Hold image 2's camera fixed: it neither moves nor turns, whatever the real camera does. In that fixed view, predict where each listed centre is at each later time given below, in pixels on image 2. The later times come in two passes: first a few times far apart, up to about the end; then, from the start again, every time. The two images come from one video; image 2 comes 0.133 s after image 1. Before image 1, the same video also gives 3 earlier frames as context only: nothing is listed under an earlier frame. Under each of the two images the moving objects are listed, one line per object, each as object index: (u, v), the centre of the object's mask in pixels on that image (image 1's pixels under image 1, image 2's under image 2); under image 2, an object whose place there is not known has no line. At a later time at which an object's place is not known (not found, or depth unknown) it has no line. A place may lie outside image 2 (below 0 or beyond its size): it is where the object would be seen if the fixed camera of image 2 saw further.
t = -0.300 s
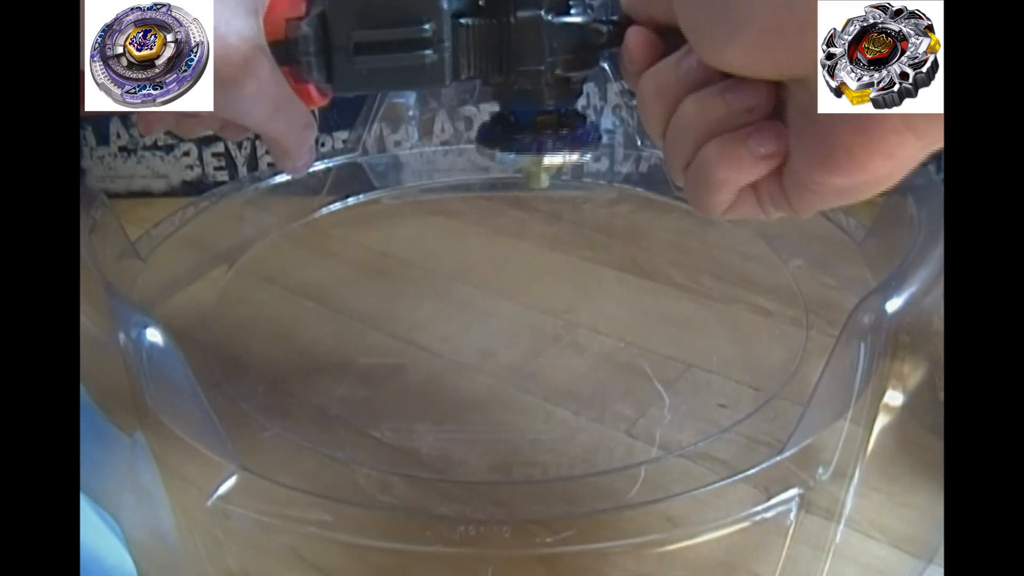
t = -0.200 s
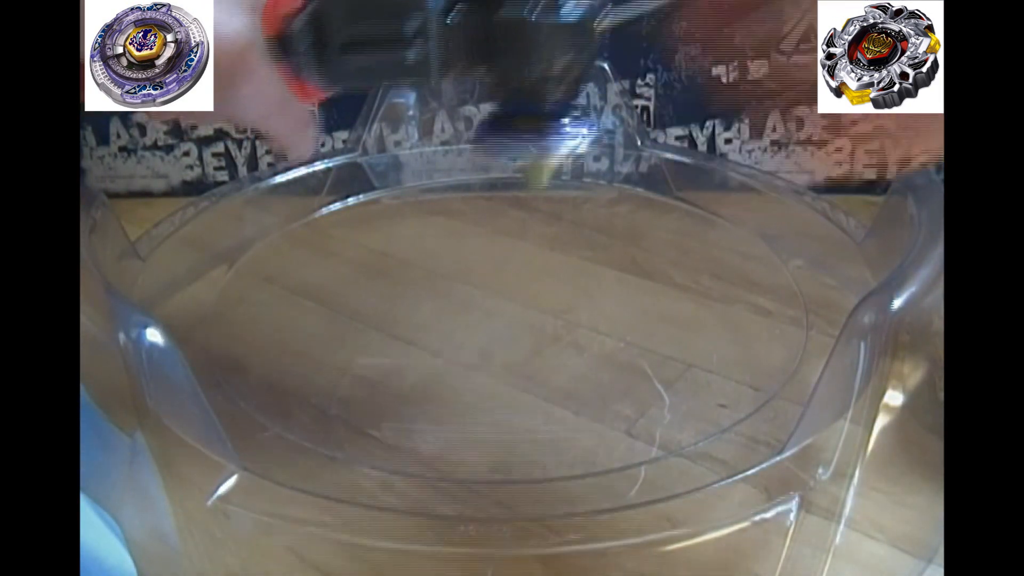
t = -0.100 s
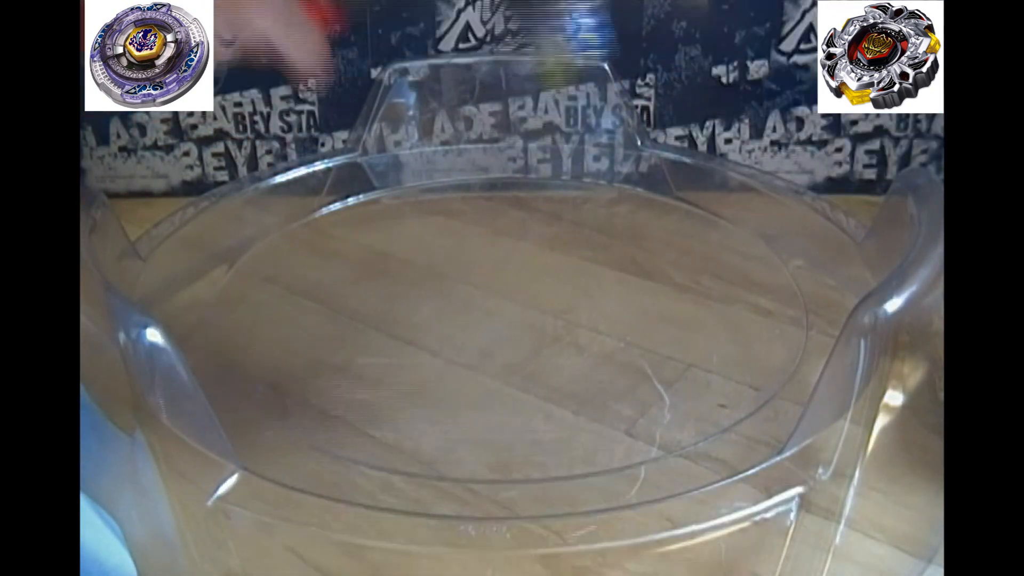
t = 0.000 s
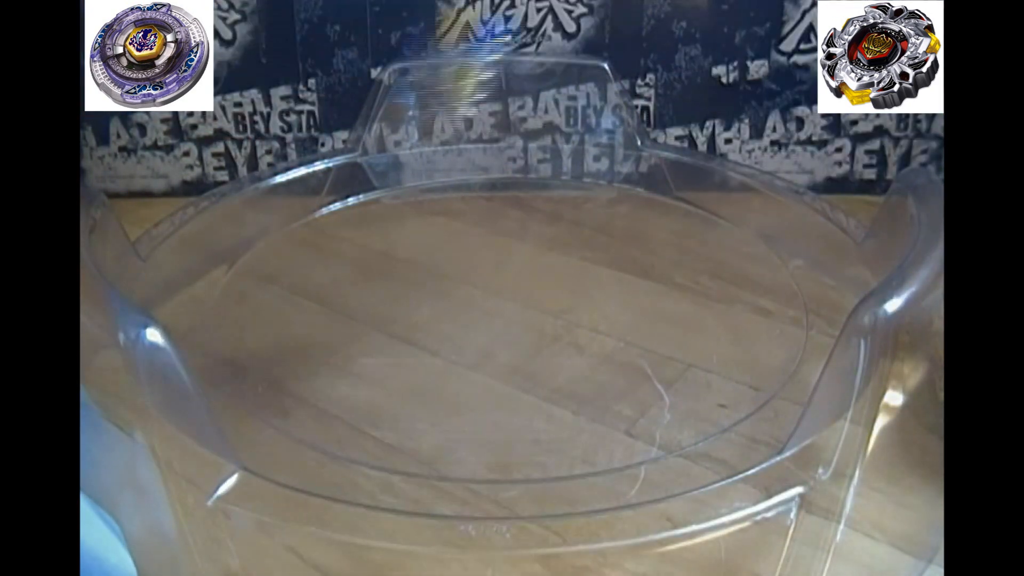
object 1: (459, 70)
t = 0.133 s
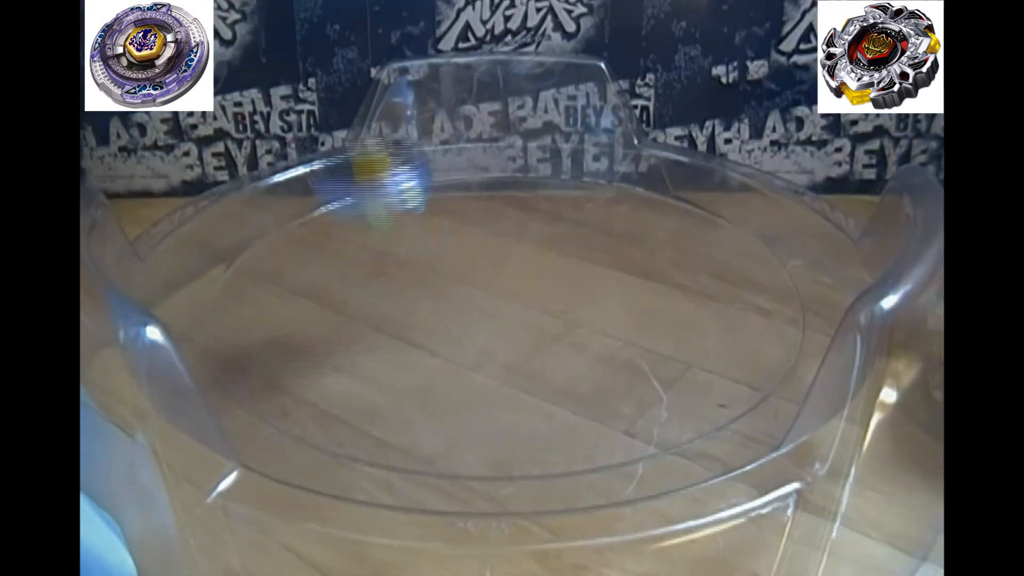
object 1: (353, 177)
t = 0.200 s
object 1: (333, 157)
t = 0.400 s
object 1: (365, 310)
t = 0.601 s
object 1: (523, 330)
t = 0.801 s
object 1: (571, 304)
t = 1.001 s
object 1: (530, 301)
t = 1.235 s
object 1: (491, 304)
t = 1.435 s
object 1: (467, 307)
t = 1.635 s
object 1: (451, 307)
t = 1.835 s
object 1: (450, 306)
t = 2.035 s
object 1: (449, 304)
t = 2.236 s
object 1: (449, 299)
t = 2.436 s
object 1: (449, 294)
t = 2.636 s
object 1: (452, 291)
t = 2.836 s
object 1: (459, 288)
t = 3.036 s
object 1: (460, 282)
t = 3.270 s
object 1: (475, 284)
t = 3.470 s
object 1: (483, 276)
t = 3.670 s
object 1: (485, 273)
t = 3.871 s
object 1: (491, 273)
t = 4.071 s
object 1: (501, 275)
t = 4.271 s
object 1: (510, 277)
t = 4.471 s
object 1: (519, 279)
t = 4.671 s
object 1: (525, 282)
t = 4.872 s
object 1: (529, 284)
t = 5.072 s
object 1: (531, 288)
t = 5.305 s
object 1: (530, 293)
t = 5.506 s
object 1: (529, 298)
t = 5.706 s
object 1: (527, 302)
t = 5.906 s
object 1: (524, 306)
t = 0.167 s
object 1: (339, 153)
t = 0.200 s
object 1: (333, 157)
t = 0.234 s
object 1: (330, 191)
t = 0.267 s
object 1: (326, 251)
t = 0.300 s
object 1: (327, 292)
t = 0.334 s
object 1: (339, 272)
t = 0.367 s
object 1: (351, 278)
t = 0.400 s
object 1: (365, 310)
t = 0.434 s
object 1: (389, 321)
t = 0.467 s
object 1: (415, 315)
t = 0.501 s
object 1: (443, 334)
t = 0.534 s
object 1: (472, 331)
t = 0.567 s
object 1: (499, 334)
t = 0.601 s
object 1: (523, 330)
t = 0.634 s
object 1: (542, 327)
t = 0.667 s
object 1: (558, 321)
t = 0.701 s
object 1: (569, 315)
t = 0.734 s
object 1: (577, 309)
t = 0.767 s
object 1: (575, 306)
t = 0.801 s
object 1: (571, 304)
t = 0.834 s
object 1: (568, 302)
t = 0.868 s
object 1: (559, 301)
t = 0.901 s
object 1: (551, 301)
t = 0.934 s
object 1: (546, 301)
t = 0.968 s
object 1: (538, 301)
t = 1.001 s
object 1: (530, 301)
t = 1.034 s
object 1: (522, 301)
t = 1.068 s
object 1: (515, 302)
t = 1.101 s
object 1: (509, 302)
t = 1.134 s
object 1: (505, 303)
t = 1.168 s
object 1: (500, 303)
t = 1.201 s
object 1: (495, 304)
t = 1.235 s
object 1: (491, 304)
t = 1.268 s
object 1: (487, 305)
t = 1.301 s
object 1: (483, 305)
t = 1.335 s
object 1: (479, 306)
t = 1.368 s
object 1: (471, 306)
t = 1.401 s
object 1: (470, 306)
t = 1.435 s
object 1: (467, 307)
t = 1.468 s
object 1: (464, 307)
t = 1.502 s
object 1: (458, 307)
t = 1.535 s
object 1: (456, 307)
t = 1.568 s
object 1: (454, 307)
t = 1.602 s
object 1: (453, 307)
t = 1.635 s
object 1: (451, 307)
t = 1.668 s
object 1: (450, 307)
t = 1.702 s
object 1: (450, 307)
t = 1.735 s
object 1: (449, 307)
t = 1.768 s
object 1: (449, 307)
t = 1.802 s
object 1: (449, 307)
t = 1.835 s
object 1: (450, 306)
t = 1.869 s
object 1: (450, 306)
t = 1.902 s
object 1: (450, 306)
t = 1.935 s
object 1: (450, 306)
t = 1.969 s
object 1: (450, 305)
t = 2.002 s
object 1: (450, 305)
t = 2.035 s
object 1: (449, 304)
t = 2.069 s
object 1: (449, 303)
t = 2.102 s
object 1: (449, 302)
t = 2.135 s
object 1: (449, 302)
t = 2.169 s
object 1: (449, 301)
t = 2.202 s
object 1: (449, 300)
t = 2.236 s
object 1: (449, 299)
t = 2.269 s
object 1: (449, 298)
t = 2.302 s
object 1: (449, 297)
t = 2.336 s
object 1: (449, 297)
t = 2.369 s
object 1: (449, 296)
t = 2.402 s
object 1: (449, 295)
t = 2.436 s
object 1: (449, 294)
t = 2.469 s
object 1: (450, 293)
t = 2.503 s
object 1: (450, 293)
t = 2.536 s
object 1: (451, 292)
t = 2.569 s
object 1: (451, 292)
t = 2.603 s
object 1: (452, 292)
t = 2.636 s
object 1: (452, 291)
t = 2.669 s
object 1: (457, 292)
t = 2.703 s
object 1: (458, 291)
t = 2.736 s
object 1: (458, 290)
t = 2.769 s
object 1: (459, 290)
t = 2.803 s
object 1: (459, 289)
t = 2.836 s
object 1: (459, 288)
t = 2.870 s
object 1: (459, 287)
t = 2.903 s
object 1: (459, 286)
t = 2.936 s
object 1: (459, 285)
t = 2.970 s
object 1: (459, 284)
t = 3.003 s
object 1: (459, 283)
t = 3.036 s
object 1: (460, 282)
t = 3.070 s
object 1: (463, 282)
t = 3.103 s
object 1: (466, 283)
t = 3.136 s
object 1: (468, 284)
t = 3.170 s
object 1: (469, 285)
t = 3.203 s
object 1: (471, 284)
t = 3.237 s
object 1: (473, 284)
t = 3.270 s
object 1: (475, 284)
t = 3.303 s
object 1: (477, 282)
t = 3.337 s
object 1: (479, 281)
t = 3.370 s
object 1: (480, 280)
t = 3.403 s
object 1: (481, 279)
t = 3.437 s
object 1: (482, 277)
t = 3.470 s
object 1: (483, 276)
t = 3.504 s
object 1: (483, 275)
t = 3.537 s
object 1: (484, 275)
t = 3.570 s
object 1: (484, 274)
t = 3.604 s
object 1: (484, 273)
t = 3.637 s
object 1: (485, 273)
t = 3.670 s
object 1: (485, 273)
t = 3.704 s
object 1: (486, 273)
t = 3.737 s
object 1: (487, 273)
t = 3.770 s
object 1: (488, 273)
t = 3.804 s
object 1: (489, 273)
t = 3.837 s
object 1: (490, 273)
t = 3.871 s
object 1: (491, 273)
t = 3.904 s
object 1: (492, 273)
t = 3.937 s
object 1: (493, 273)
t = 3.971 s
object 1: (495, 273)
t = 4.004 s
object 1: (497, 274)
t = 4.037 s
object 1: (499, 274)
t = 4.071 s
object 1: (501, 275)
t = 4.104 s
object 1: (502, 275)
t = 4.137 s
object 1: (504, 276)
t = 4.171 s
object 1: (505, 276)
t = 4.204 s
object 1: (507, 276)
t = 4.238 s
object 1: (508, 277)
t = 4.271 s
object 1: (510, 277)
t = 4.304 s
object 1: (511, 277)
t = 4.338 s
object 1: (513, 277)
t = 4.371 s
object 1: (514, 278)
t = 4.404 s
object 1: (516, 278)
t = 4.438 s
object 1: (517, 279)
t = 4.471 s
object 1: (519, 279)
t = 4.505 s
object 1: (520, 280)
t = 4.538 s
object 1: (521, 280)
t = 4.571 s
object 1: (522, 281)
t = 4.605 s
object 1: (523, 281)
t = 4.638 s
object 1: (524, 281)
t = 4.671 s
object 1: (525, 282)
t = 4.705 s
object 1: (526, 282)
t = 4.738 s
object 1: (526, 283)
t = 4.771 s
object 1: (527, 283)
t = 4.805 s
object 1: (527, 283)
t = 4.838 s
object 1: (528, 284)
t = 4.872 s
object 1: (529, 284)
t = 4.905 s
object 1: (529, 285)
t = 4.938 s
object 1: (530, 285)
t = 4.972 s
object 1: (530, 286)
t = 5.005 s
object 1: (531, 286)
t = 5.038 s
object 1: (531, 287)
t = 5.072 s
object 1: (531, 288)
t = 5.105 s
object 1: (531, 289)
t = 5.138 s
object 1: (531, 289)
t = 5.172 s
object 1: (531, 290)
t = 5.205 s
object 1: (530, 290)
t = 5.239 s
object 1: (530, 291)
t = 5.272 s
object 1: (530, 292)
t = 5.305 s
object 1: (530, 293)
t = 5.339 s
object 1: (530, 294)
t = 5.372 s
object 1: (530, 295)
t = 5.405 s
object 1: (530, 295)
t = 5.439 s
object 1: (529, 296)
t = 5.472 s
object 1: (529, 297)
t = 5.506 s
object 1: (529, 298)
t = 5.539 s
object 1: (529, 298)
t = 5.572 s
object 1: (528, 299)
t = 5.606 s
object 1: (528, 300)
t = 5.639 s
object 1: (528, 300)
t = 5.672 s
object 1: (527, 301)
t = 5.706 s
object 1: (527, 302)
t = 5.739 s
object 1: (526, 303)
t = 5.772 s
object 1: (525, 303)
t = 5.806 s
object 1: (525, 304)
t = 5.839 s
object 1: (524, 304)
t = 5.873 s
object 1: (524, 305)
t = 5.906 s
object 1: (524, 306)
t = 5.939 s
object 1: (522, 306)
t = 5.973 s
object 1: (521, 307)
